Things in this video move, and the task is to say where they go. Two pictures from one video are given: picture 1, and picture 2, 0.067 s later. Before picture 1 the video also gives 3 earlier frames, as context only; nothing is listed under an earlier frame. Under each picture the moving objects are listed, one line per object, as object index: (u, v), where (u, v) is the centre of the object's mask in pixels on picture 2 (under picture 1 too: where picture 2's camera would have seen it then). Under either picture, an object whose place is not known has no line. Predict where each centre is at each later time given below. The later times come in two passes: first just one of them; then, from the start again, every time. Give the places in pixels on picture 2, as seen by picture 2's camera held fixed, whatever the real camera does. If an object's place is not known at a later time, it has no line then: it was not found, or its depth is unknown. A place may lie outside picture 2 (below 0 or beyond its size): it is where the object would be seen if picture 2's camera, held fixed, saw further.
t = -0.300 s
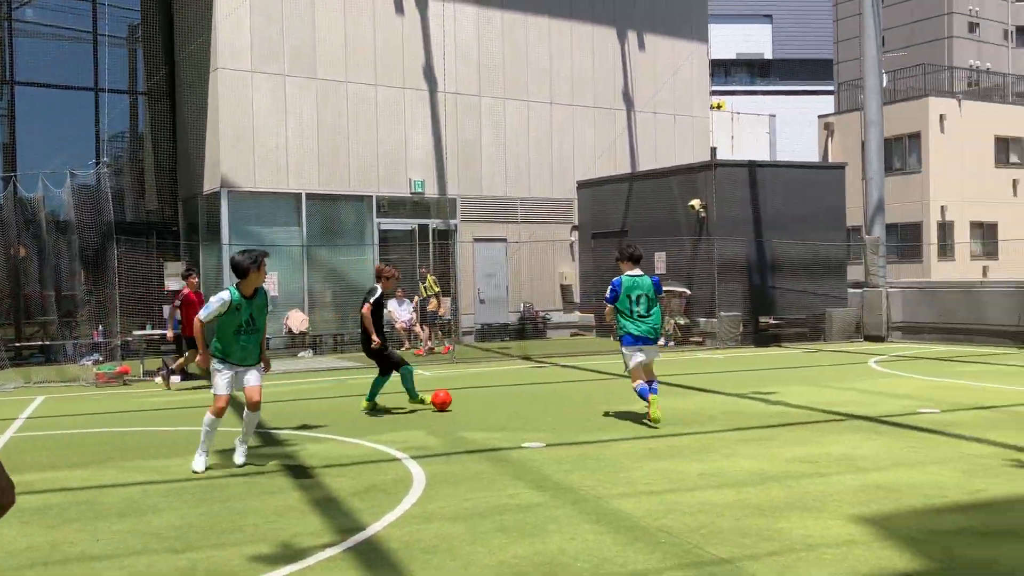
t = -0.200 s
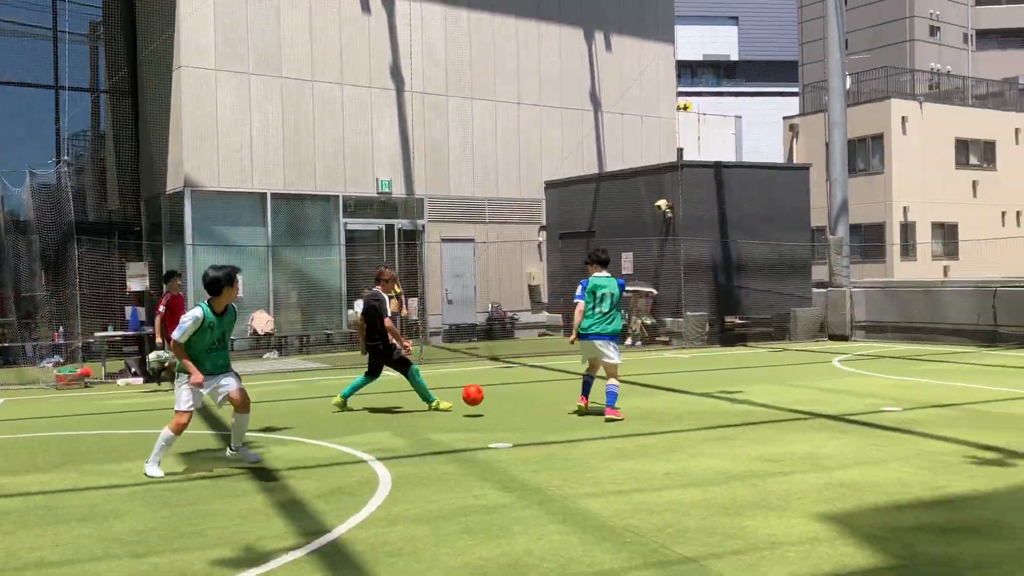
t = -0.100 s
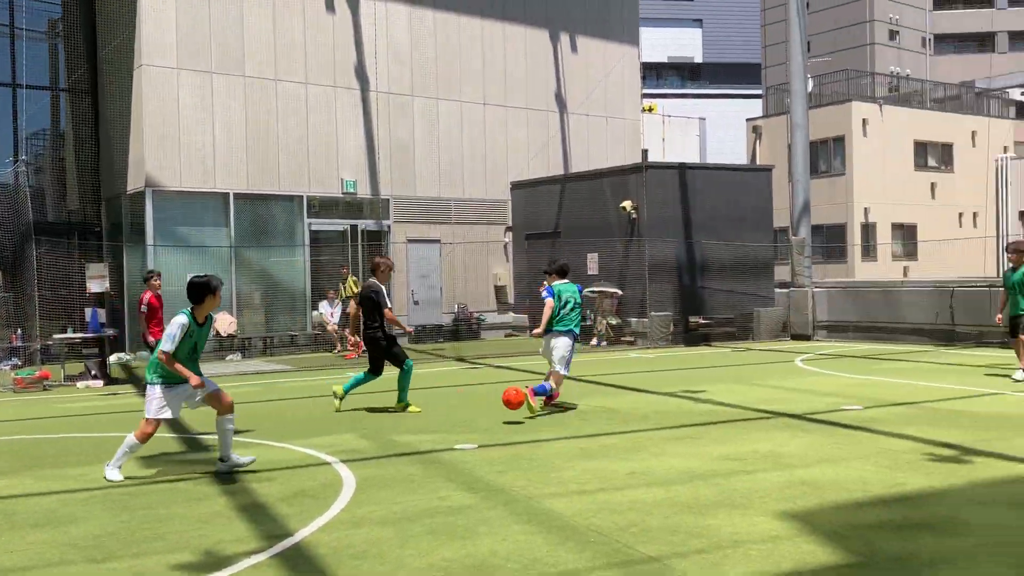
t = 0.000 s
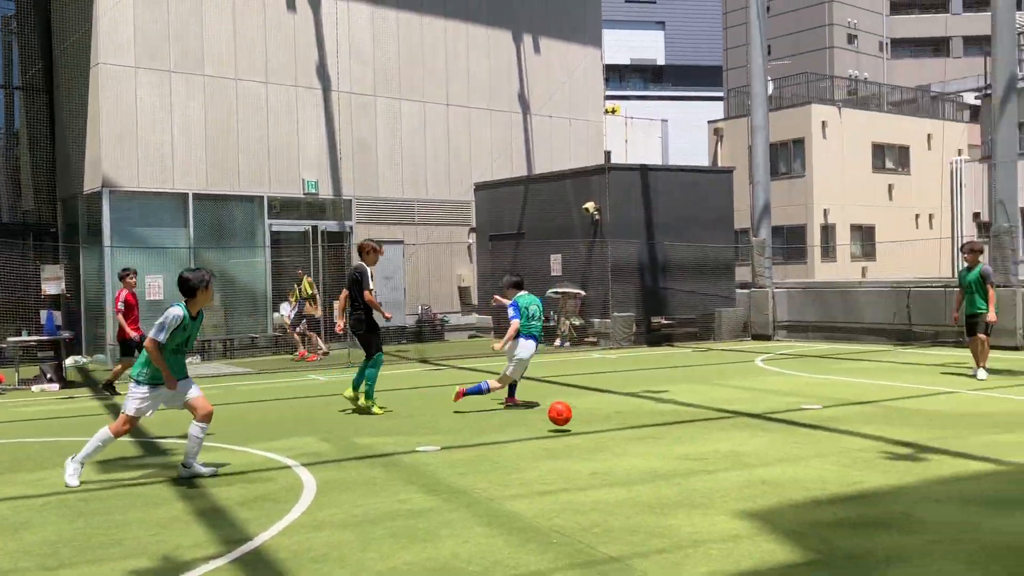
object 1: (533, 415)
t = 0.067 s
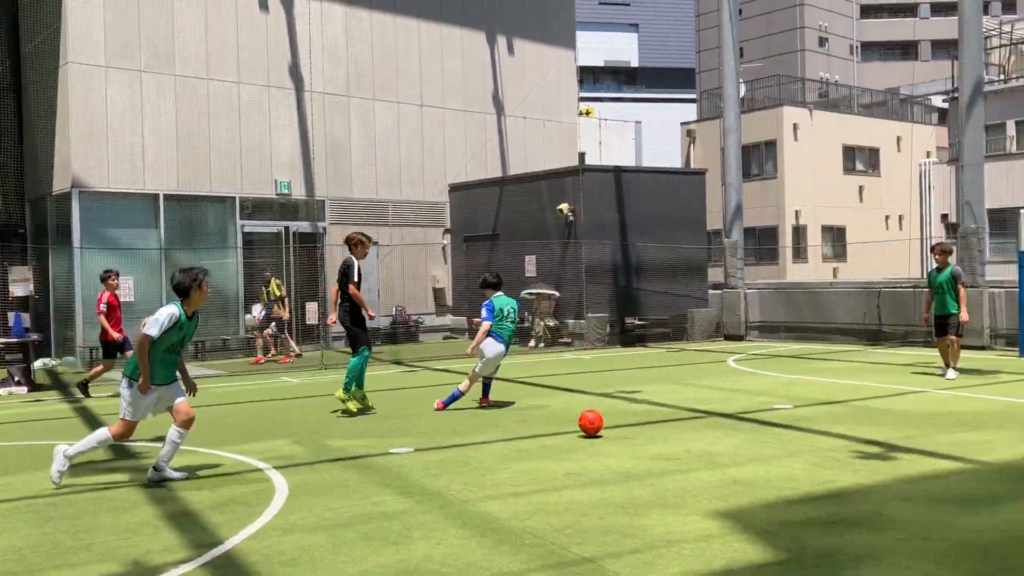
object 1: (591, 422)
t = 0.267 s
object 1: (753, 435)
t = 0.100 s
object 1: (615, 421)
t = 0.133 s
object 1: (641, 420)
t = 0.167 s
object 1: (669, 422)
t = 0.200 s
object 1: (697, 425)
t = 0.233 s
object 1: (725, 429)
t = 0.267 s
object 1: (753, 435)
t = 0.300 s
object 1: (781, 436)
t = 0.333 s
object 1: (807, 438)
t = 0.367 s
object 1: (833, 439)
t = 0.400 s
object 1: (861, 442)
